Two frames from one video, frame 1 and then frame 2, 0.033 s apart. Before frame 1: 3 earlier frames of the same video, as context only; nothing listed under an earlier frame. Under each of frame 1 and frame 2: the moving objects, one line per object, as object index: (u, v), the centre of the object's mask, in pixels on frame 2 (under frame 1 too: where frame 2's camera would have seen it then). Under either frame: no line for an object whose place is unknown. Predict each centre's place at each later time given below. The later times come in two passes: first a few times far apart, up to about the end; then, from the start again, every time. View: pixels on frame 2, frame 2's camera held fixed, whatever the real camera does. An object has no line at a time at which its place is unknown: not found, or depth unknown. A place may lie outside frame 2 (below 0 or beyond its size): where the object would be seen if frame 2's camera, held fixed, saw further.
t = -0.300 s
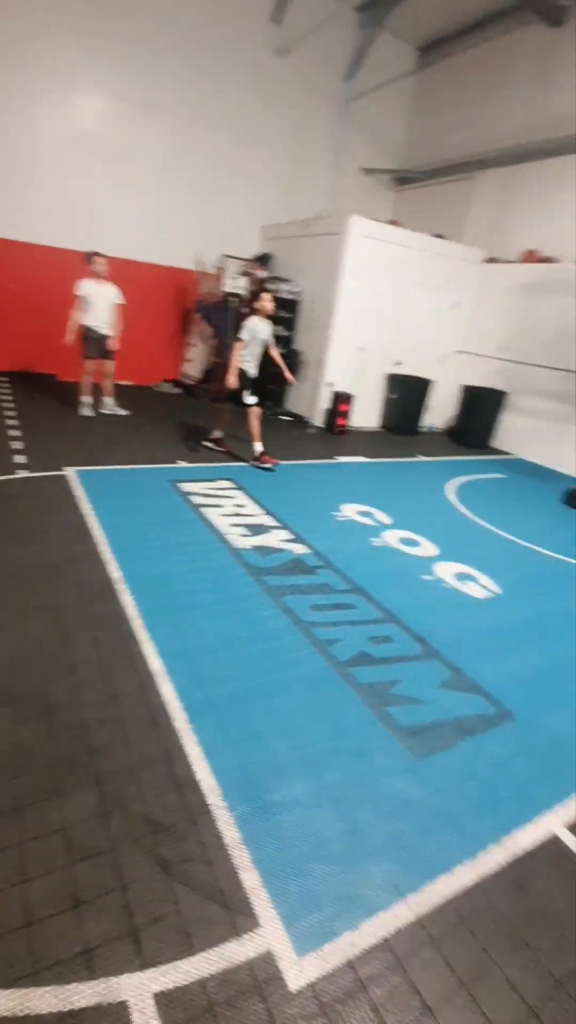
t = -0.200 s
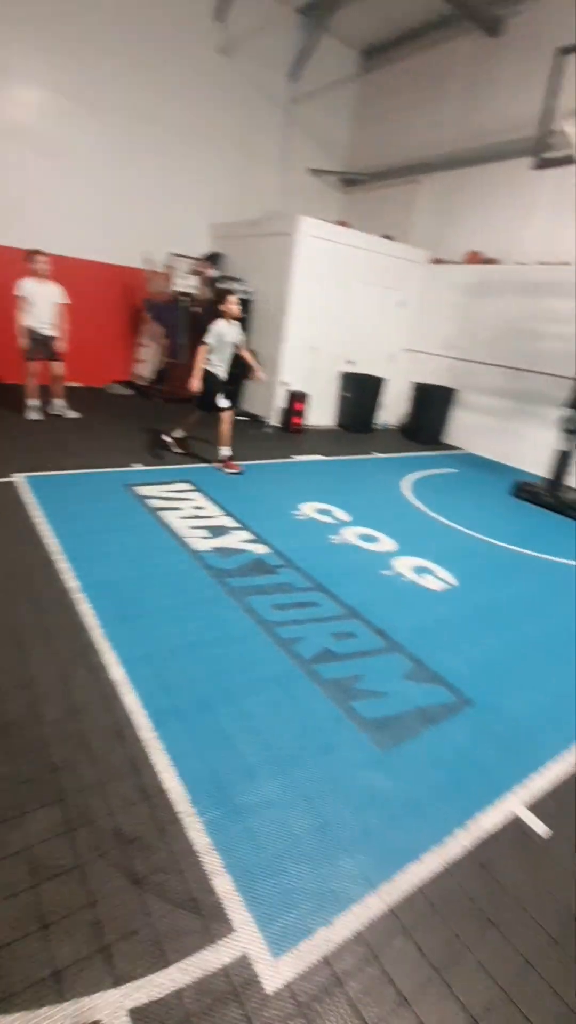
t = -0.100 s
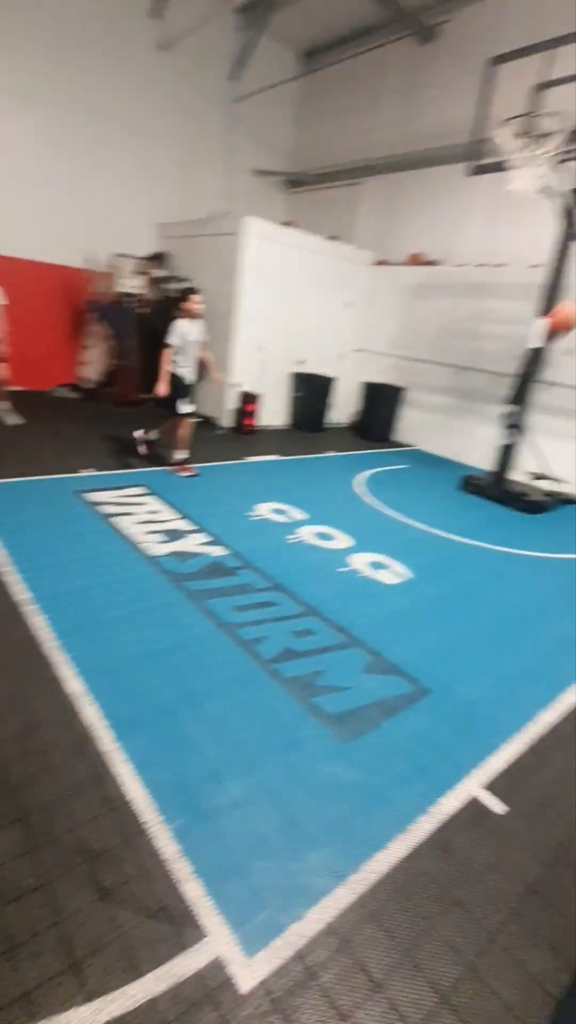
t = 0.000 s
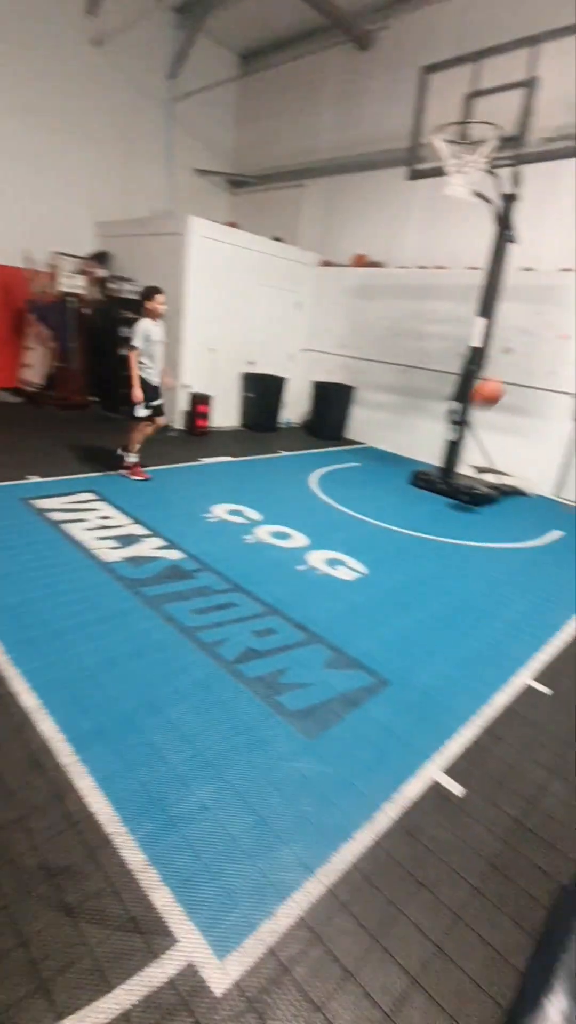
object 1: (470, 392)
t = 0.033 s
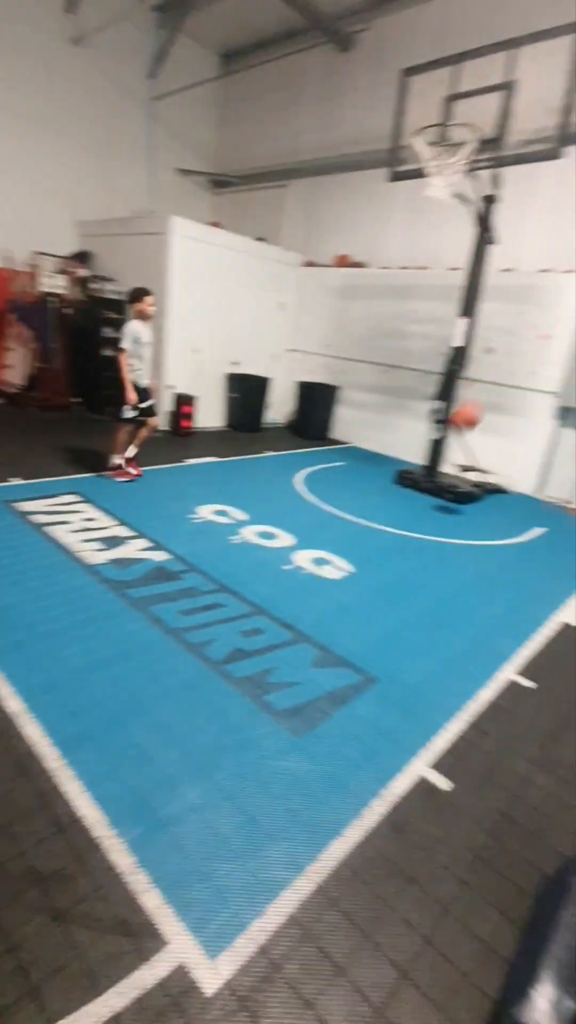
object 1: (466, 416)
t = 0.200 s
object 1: (458, 491)
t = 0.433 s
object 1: (500, 389)
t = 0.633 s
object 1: (527, 344)
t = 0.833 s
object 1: (542, 346)
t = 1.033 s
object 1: (542, 396)
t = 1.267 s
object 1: (528, 507)
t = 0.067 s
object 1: (461, 443)
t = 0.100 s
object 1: (458, 468)
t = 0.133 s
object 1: (455, 492)
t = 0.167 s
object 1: (452, 509)
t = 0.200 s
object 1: (458, 491)
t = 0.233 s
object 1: (465, 475)
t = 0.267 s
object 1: (471, 459)
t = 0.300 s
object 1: (477, 442)
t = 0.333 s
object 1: (483, 427)
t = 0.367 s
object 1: (489, 413)
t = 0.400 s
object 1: (494, 401)
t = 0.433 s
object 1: (500, 389)
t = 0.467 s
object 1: (505, 378)
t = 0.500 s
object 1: (510, 368)
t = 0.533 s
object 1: (514, 360)
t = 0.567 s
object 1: (519, 354)
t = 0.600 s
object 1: (523, 348)
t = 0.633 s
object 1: (527, 344)
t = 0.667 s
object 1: (530, 341)
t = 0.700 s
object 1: (533, 339)
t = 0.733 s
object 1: (536, 339)
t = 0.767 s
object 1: (538, 340)
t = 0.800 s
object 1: (540, 342)
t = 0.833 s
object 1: (542, 346)
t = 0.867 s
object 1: (543, 351)
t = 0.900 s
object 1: (543, 357)
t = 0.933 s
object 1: (544, 365)
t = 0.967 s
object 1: (544, 374)
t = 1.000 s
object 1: (544, 385)
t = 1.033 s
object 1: (542, 396)
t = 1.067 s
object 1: (542, 409)
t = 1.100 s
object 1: (540, 423)
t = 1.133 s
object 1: (538, 437)
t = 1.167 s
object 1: (535, 453)
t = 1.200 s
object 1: (533, 471)
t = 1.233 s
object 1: (531, 489)
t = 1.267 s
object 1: (528, 507)
